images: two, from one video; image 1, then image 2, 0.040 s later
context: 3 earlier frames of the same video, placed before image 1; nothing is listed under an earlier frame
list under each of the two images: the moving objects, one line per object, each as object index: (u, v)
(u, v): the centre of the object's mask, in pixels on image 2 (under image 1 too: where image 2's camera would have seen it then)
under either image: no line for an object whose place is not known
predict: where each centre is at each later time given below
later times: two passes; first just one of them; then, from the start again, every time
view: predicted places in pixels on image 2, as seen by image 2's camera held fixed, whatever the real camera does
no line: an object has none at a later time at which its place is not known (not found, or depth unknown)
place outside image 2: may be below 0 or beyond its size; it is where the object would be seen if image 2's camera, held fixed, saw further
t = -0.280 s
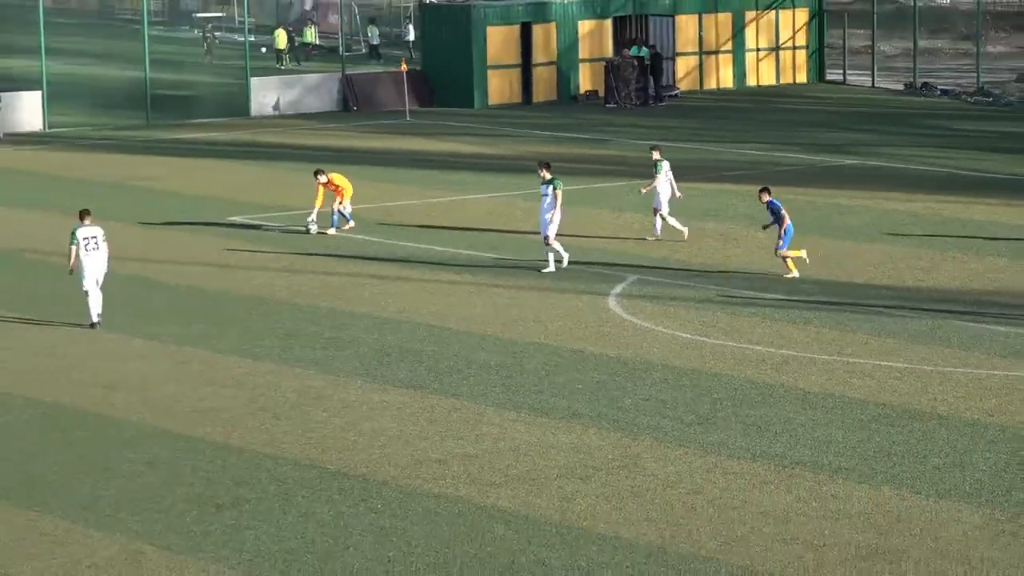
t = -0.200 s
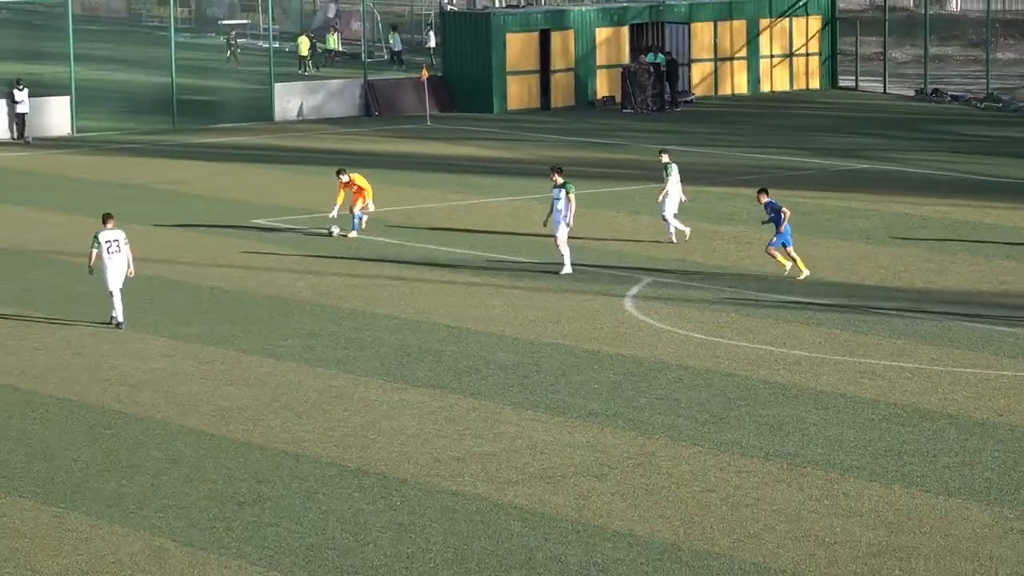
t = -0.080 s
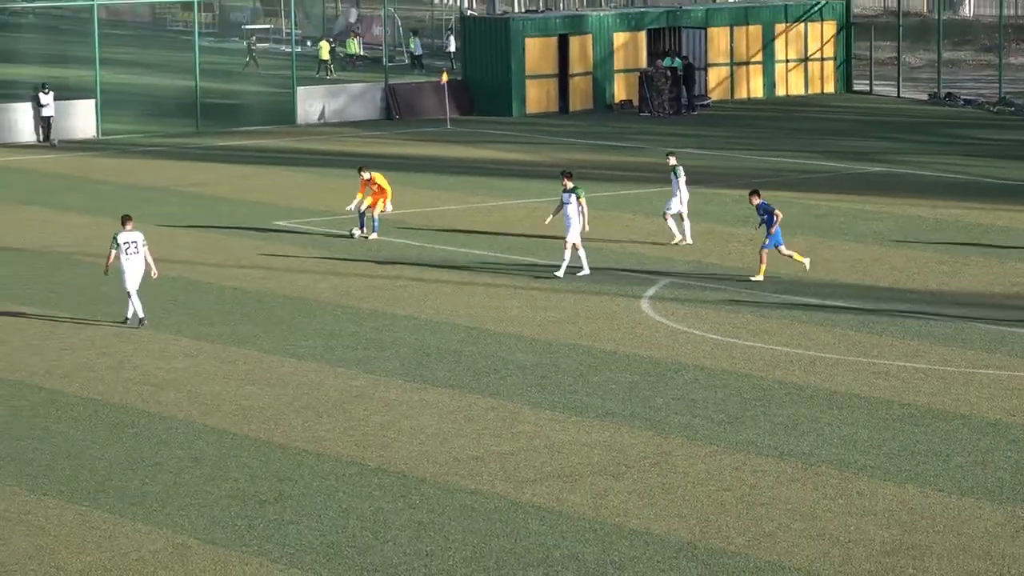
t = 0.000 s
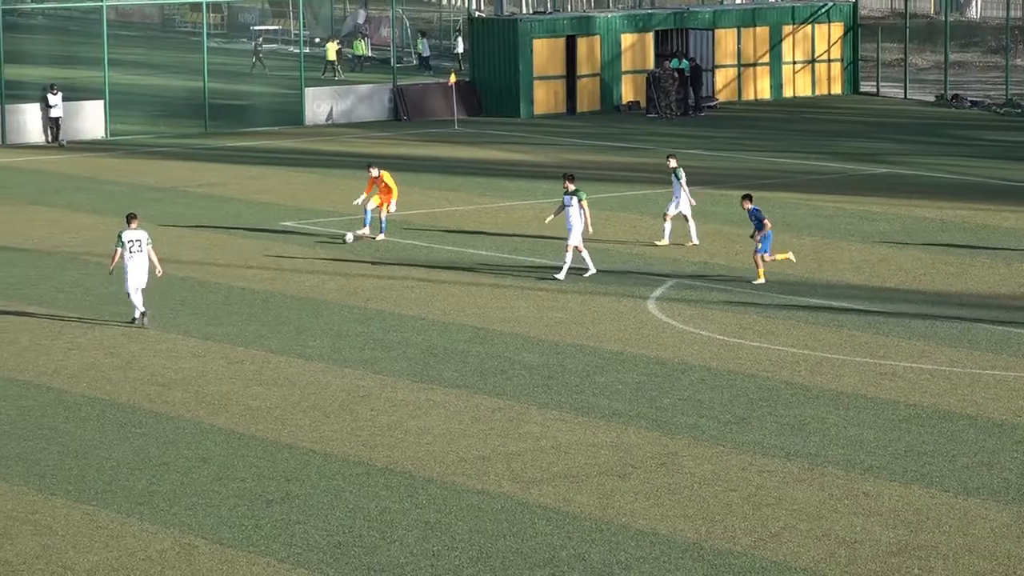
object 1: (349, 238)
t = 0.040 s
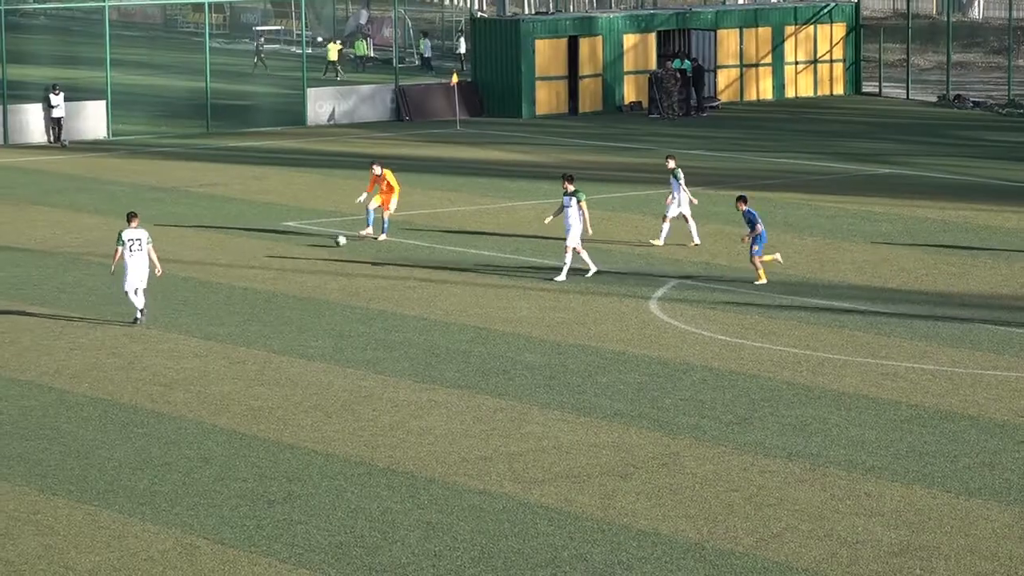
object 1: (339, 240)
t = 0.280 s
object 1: (287, 259)
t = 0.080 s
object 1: (330, 244)
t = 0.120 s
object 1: (322, 248)
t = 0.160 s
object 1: (313, 250)
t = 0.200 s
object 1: (303, 253)
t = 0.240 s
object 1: (295, 257)
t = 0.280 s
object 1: (287, 259)
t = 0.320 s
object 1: (278, 261)
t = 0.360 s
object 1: (270, 265)
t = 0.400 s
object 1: (262, 268)
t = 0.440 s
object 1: (254, 270)
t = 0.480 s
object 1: (246, 273)
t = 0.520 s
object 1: (237, 276)
